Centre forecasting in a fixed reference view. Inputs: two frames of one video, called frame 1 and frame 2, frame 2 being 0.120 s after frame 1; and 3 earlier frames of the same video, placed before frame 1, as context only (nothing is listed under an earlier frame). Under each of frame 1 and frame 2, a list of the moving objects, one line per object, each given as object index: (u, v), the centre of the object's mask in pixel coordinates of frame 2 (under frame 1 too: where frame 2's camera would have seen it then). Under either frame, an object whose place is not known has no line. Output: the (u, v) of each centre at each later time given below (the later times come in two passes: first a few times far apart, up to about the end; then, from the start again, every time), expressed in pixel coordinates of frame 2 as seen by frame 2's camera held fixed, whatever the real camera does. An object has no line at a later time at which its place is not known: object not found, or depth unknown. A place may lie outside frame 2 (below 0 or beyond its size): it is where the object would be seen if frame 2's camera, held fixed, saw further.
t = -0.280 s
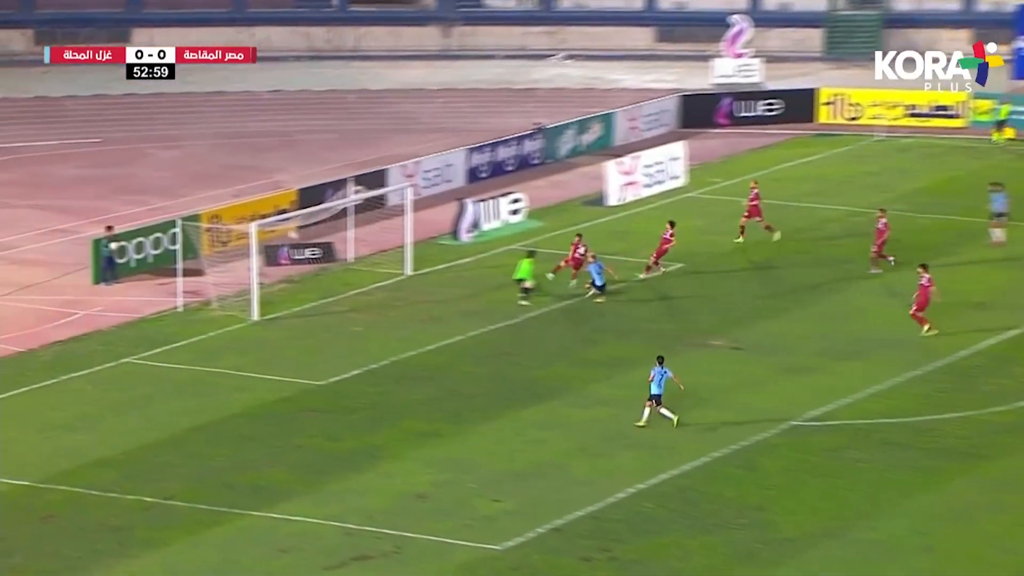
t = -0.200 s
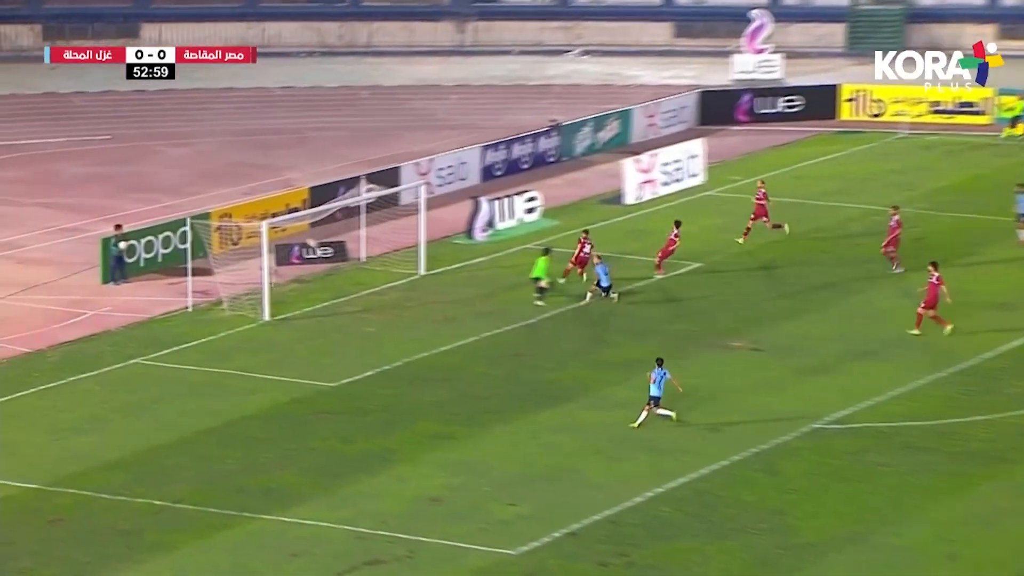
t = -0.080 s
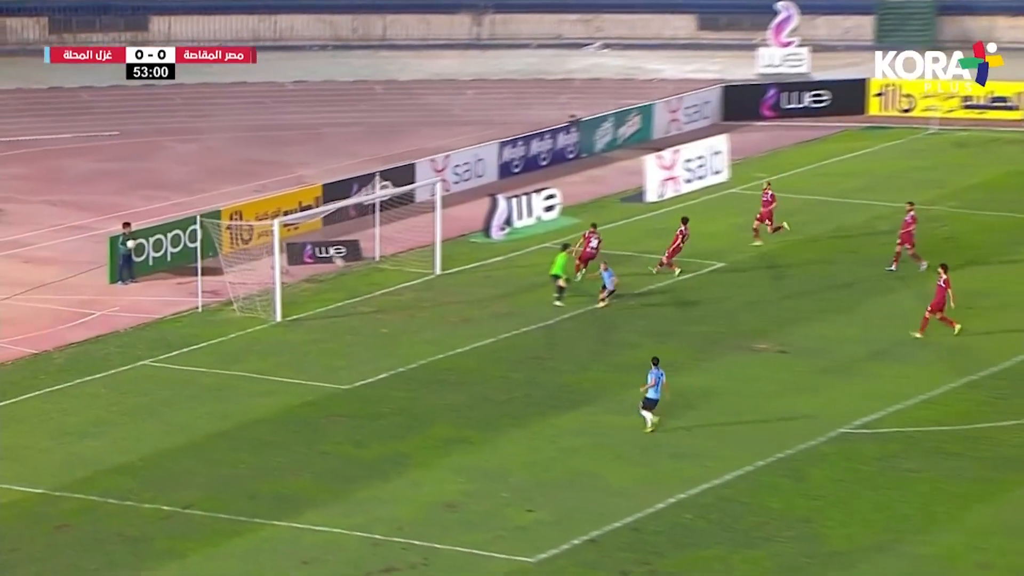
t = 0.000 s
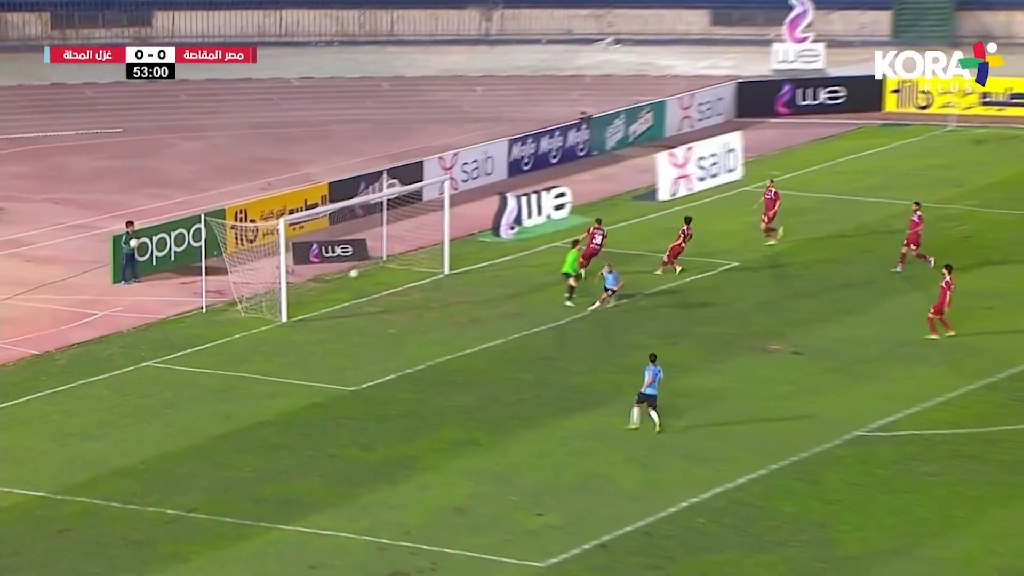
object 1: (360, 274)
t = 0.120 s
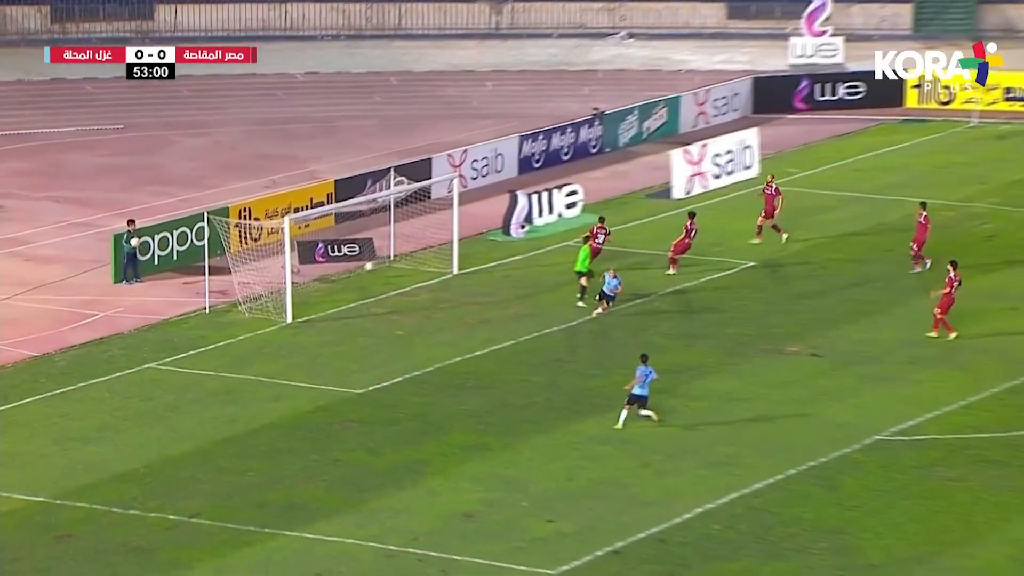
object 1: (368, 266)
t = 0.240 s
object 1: (377, 265)
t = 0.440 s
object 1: (391, 275)
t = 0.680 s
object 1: (408, 280)
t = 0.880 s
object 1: (421, 288)
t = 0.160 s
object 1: (371, 265)
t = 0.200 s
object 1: (374, 265)
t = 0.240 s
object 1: (377, 265)
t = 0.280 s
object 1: (380, 266)
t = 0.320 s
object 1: (383, 267)
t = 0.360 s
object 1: (386, 269)
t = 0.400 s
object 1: (389, 271)
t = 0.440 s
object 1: (391, 275)
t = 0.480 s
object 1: (395, 279)
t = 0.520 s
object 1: (397, 282)
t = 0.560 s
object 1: (400, 281)
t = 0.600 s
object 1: (403, 280)
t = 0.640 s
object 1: (405, 280)
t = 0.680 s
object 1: (408, 280)
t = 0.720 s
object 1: (411, 281)
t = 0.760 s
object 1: (413, 282)
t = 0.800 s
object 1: (416, 284)
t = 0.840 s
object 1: (418, 287)
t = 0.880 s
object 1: (421, 288)
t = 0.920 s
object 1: (424, 287)
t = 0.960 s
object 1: (427, 288)
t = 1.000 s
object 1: (430, 289)
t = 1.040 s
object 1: (433, 290)
